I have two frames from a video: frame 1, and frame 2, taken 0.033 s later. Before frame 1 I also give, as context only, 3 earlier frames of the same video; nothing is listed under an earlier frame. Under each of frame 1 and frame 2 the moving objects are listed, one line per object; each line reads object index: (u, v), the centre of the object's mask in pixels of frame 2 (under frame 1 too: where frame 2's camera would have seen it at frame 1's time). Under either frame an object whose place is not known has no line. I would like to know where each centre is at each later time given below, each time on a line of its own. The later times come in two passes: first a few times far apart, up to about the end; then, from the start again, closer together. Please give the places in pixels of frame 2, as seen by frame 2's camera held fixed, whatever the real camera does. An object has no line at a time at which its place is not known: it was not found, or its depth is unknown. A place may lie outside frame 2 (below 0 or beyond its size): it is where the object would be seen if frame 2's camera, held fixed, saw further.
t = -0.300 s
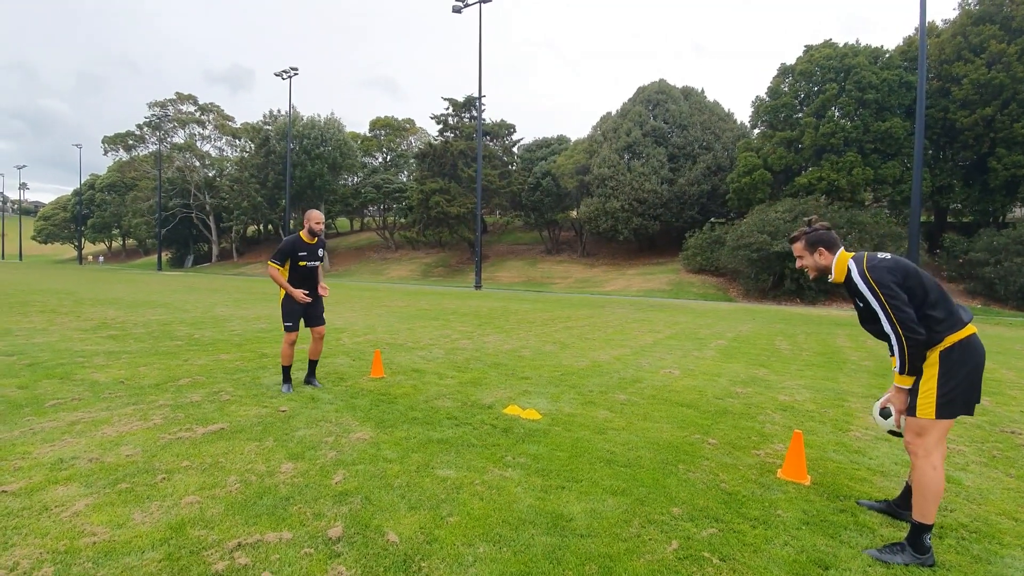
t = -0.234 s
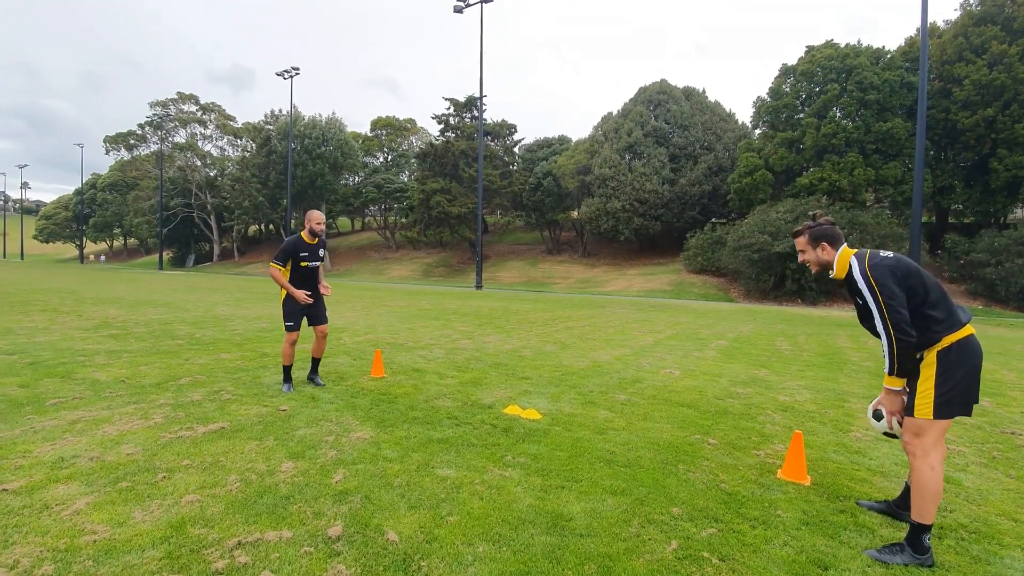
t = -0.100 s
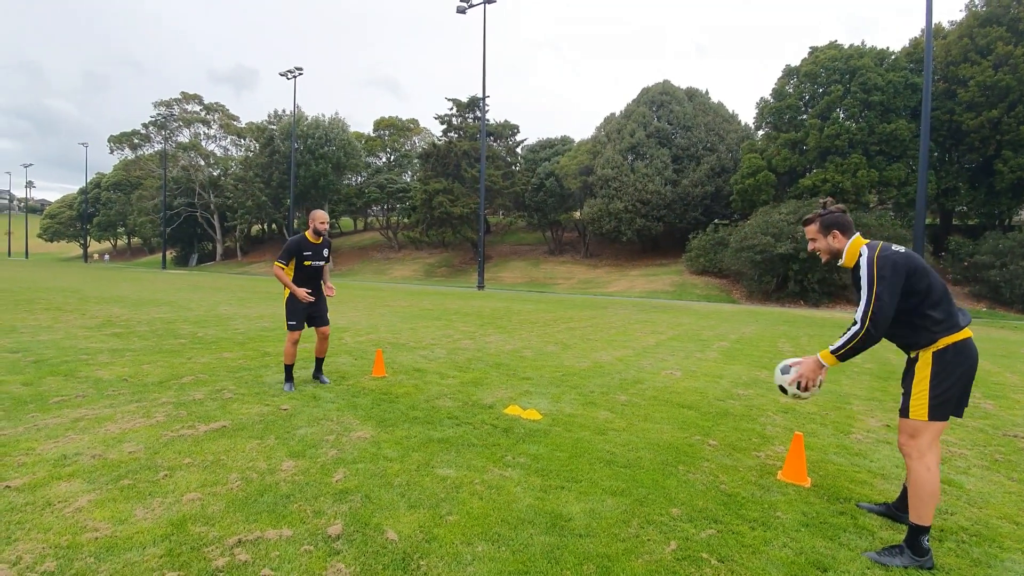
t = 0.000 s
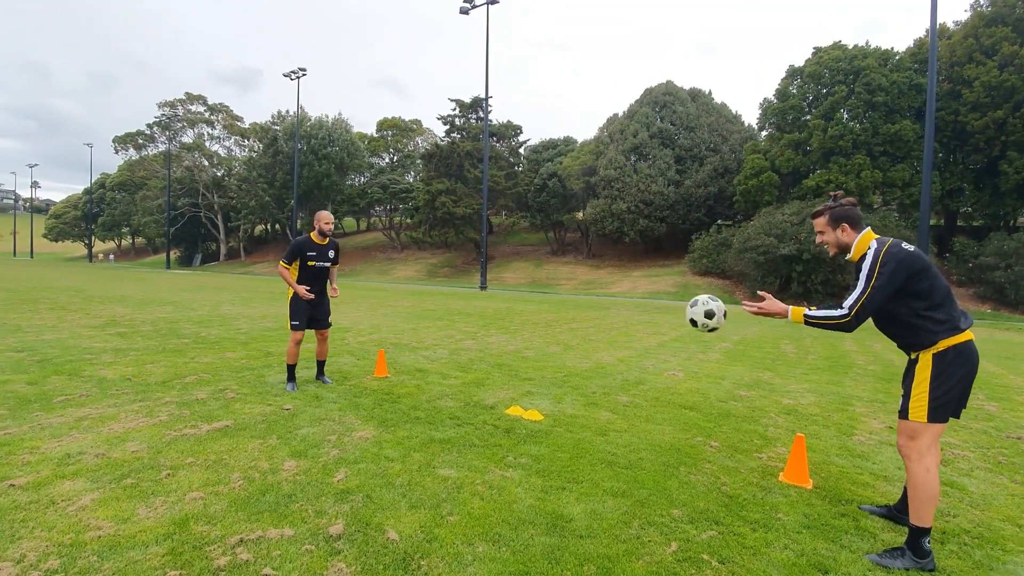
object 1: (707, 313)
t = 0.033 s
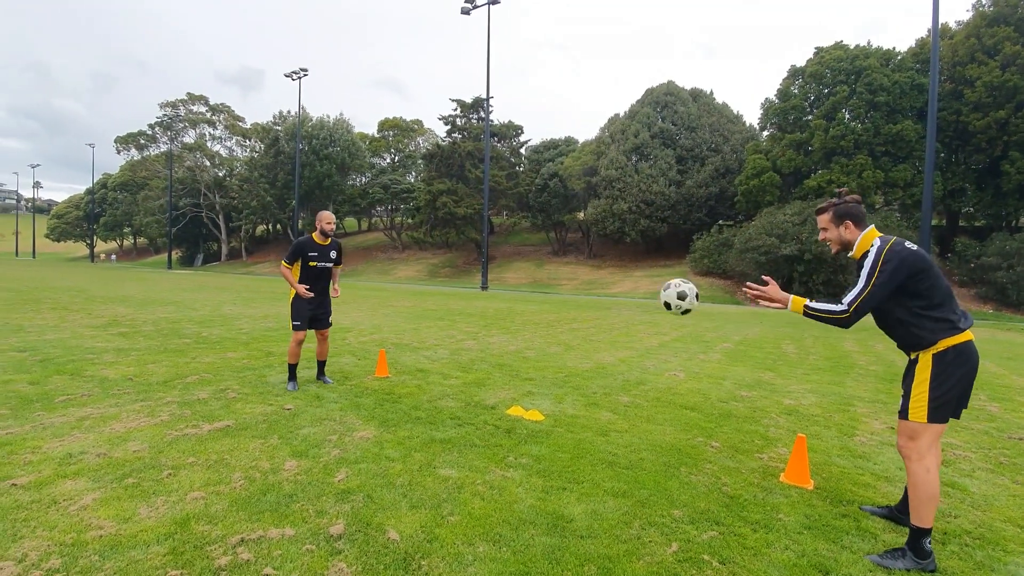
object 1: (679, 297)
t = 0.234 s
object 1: (539, 246)
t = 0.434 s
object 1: (434, 257)
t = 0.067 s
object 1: (653, 282)
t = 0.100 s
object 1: (628, 271)
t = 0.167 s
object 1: (581, 254)
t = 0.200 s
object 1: (560, 249)
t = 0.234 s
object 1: (539, 246)
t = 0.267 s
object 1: (520, 244)
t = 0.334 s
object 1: (483, 245)
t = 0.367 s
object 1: (466, 248)
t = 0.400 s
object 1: (449, 252)
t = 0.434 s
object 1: (434, 257)
